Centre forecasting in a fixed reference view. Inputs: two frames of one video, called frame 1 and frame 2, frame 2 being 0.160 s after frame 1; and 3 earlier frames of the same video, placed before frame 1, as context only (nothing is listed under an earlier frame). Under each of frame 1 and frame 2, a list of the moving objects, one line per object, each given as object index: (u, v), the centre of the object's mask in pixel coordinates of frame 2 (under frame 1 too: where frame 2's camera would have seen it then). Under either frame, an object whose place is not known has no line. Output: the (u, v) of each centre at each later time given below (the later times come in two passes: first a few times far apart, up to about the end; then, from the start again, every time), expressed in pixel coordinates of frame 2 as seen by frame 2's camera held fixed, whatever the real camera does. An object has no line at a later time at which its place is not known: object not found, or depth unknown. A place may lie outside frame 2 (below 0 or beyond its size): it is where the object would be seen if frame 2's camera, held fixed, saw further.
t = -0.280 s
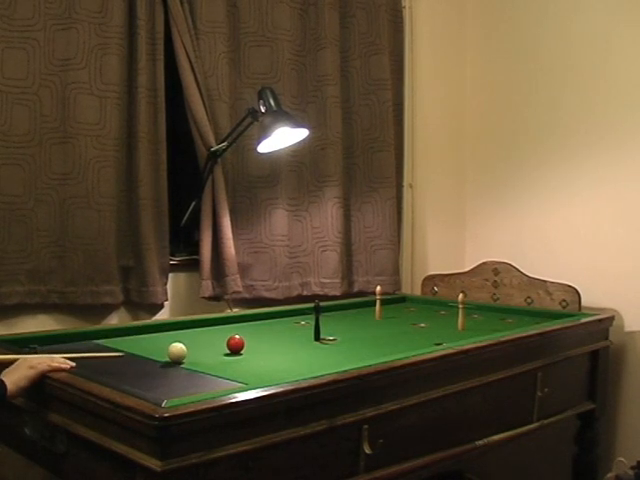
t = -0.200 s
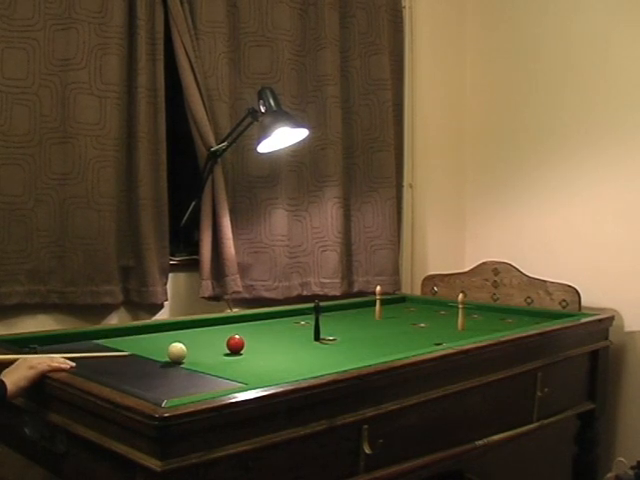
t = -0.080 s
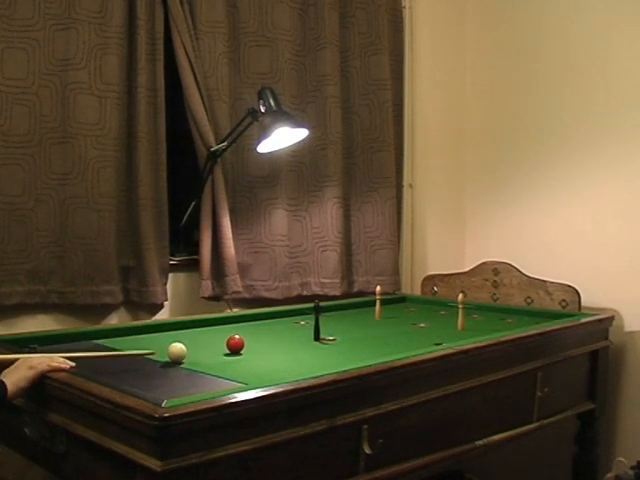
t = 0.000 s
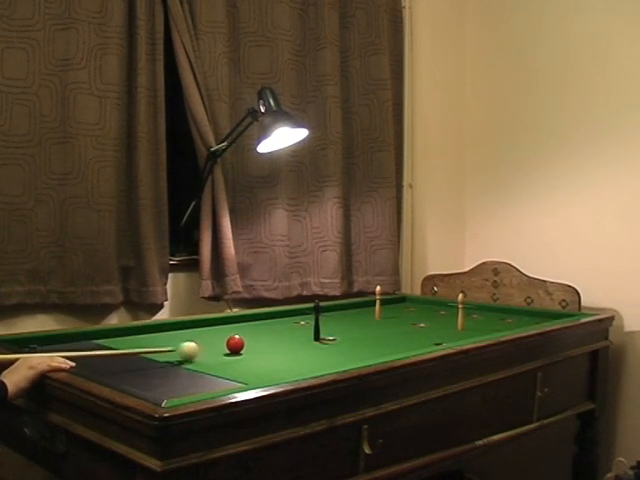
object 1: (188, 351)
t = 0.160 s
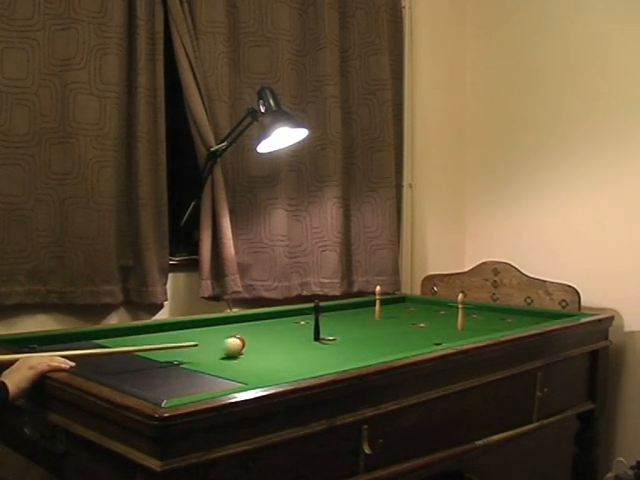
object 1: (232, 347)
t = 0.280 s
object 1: (258, 347)
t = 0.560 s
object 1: (314, 346)
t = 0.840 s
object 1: (366, 346)
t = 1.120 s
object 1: (413, 343)
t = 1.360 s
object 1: (438, 341)
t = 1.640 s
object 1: (439, 338)
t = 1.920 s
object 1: (440, 338)
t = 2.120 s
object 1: (442, 341)
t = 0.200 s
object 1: (241, 347)
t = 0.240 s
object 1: (249, 347)
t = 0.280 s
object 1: (258, 347)
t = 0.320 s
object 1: (266, 347)
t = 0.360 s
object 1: (274, 347)
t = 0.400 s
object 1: (282, 347)
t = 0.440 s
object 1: (290, 347)
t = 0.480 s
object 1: (298, 347)
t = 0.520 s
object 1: (306, 346)
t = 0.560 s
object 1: (314, 346)
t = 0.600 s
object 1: (321, 346)
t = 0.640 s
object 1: (329, 346)
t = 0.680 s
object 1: (337, 346)
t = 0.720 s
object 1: (344, 346)
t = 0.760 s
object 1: (351, 346)
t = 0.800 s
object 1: (359, 346)
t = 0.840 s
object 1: (366, 346)
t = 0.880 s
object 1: (373, 346)
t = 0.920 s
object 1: (380, 346)
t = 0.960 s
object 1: (386, 345)
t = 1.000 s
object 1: (393, 345)
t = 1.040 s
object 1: (400, 344)
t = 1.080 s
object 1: (406, 344)
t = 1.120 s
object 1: (413, 343)
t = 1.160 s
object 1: (419, 343)
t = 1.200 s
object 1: (425, 343)
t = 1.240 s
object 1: (431, 343)
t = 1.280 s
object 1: (437, 342)
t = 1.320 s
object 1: (438, 341)
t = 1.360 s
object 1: (438, 341)
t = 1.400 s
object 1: (438, 341)
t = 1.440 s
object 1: (439, 340)
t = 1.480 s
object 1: (439, 339)
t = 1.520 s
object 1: (439, 339)
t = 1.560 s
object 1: (439, 338)
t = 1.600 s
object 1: (439, 338)
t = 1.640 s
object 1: (439, 338)
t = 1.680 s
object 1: (439, 337)
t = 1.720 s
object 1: (439, 337)
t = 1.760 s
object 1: (439, 337)
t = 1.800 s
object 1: (439, 336)
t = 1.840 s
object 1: (439, 336)
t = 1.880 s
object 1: (440, 337)
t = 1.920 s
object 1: (440, 338)
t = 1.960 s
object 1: (443, 341)
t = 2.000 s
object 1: (442, 341)
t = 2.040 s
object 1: (442, 341)
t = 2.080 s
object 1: (443, 341)
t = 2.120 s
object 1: (442, 341)
